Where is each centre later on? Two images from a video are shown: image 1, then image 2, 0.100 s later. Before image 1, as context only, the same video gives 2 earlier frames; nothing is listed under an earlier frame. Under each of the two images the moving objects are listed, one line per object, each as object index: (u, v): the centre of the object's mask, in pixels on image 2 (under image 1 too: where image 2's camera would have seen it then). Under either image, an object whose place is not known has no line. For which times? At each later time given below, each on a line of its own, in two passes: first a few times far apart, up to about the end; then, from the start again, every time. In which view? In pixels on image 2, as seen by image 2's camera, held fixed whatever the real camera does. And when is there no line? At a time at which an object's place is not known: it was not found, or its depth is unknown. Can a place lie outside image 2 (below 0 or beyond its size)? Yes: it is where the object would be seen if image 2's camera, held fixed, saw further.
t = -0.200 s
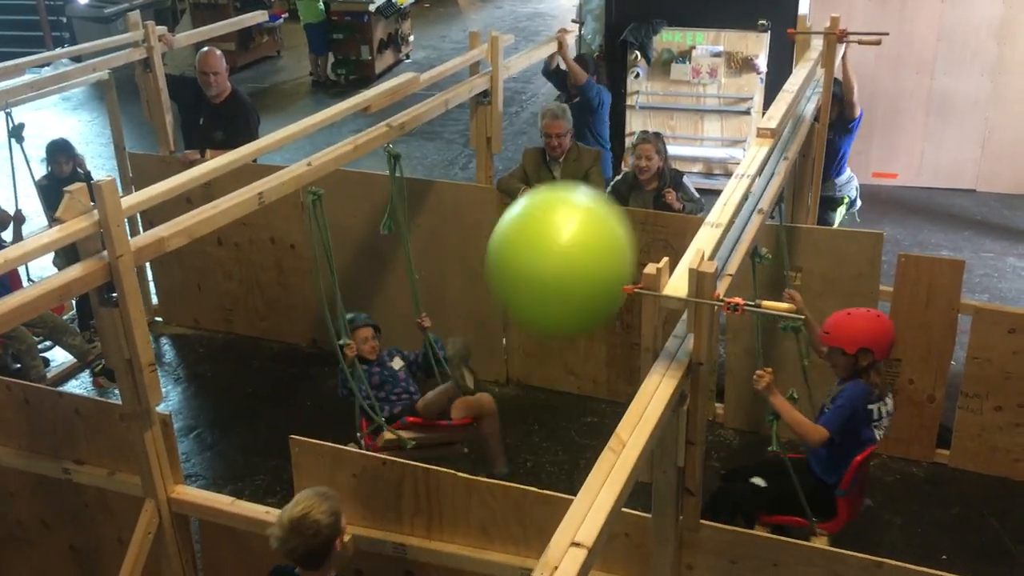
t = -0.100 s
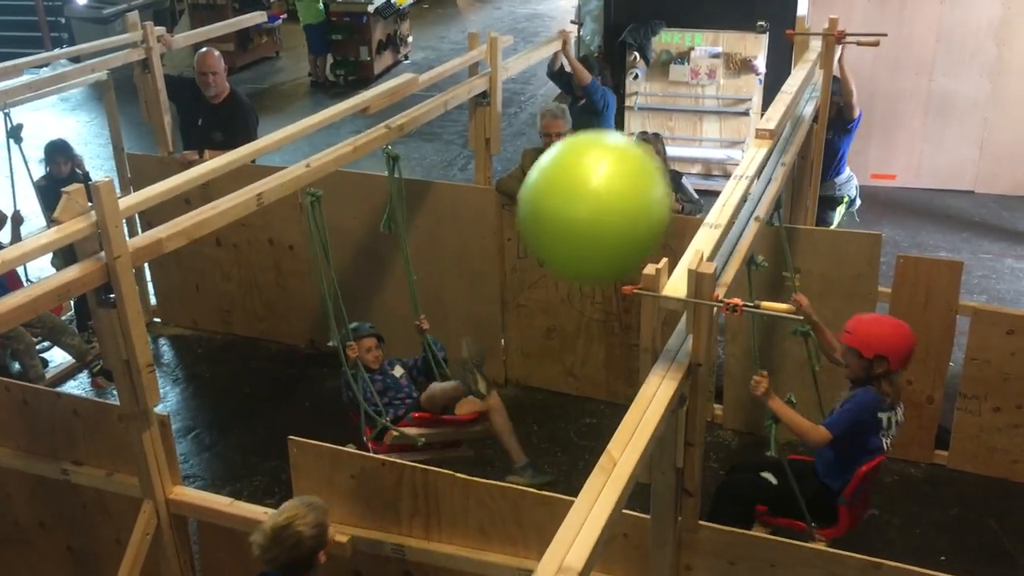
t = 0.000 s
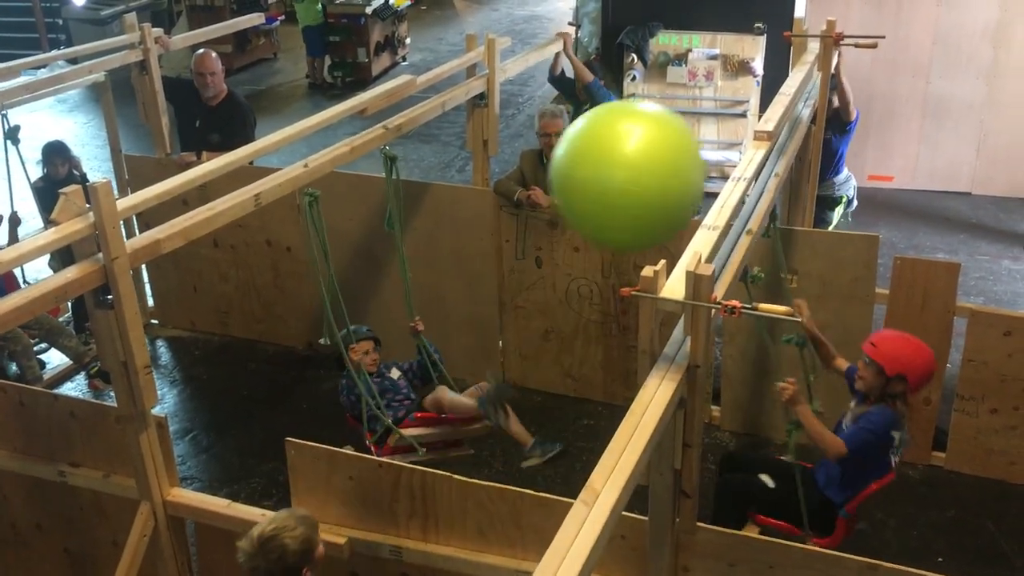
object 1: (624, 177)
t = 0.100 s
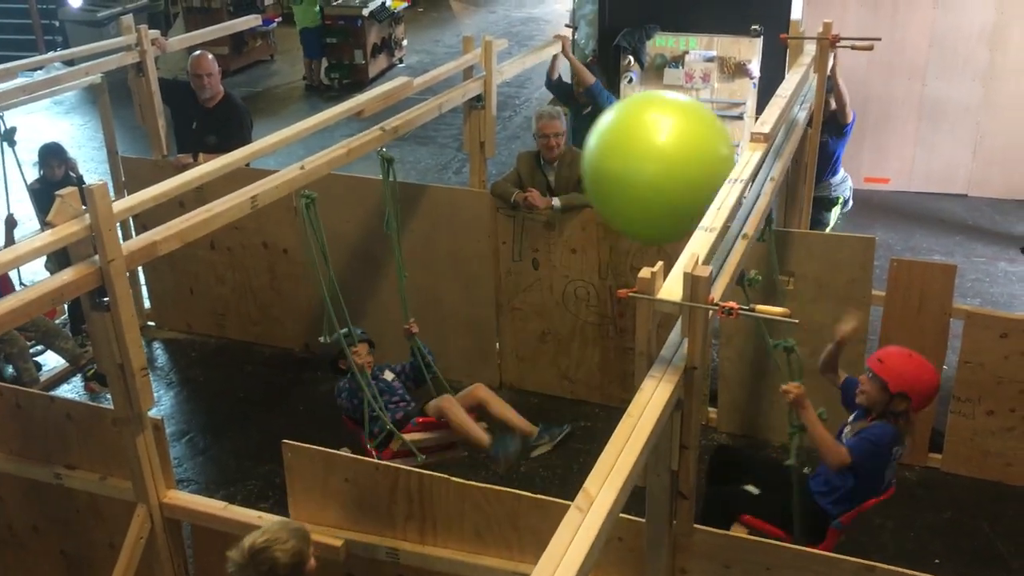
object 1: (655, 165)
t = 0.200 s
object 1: (671, 163)
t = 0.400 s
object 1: (640, 189)
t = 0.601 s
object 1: (597, 282)
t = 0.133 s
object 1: (664, 164)
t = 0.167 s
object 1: (671, 164)
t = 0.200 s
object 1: (671, 163)
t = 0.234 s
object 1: (667, 162)
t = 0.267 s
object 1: (662, 163)
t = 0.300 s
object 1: (657, 166)
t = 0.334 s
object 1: (651, 172)
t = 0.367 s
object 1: (645, 179)
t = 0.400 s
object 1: (640, 189)
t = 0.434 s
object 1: (632, 200)
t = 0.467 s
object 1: (626, 211)
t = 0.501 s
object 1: (619, 224)
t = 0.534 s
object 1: (612, 241)
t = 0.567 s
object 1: (604, 260)
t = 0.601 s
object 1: (597, 282)
